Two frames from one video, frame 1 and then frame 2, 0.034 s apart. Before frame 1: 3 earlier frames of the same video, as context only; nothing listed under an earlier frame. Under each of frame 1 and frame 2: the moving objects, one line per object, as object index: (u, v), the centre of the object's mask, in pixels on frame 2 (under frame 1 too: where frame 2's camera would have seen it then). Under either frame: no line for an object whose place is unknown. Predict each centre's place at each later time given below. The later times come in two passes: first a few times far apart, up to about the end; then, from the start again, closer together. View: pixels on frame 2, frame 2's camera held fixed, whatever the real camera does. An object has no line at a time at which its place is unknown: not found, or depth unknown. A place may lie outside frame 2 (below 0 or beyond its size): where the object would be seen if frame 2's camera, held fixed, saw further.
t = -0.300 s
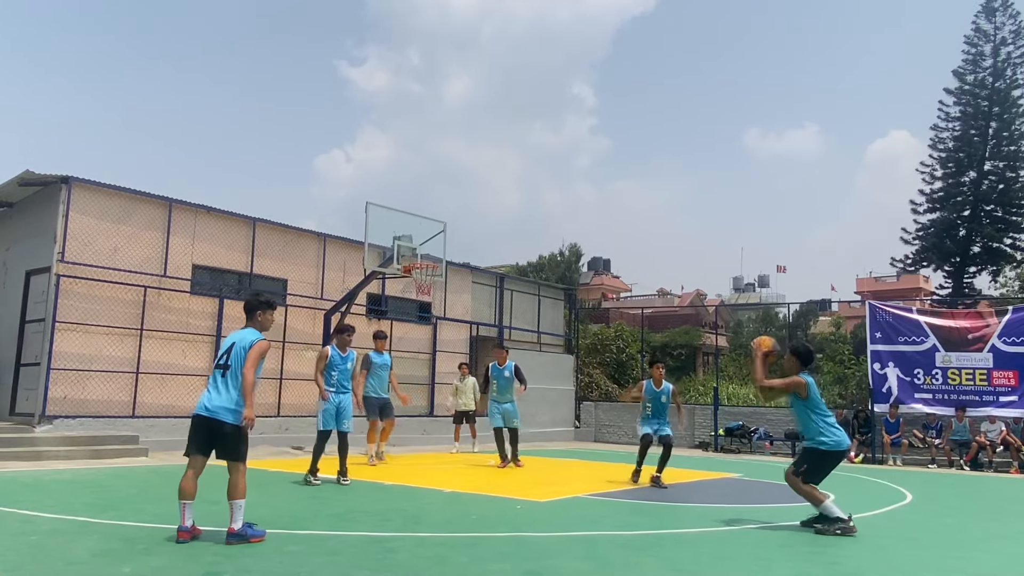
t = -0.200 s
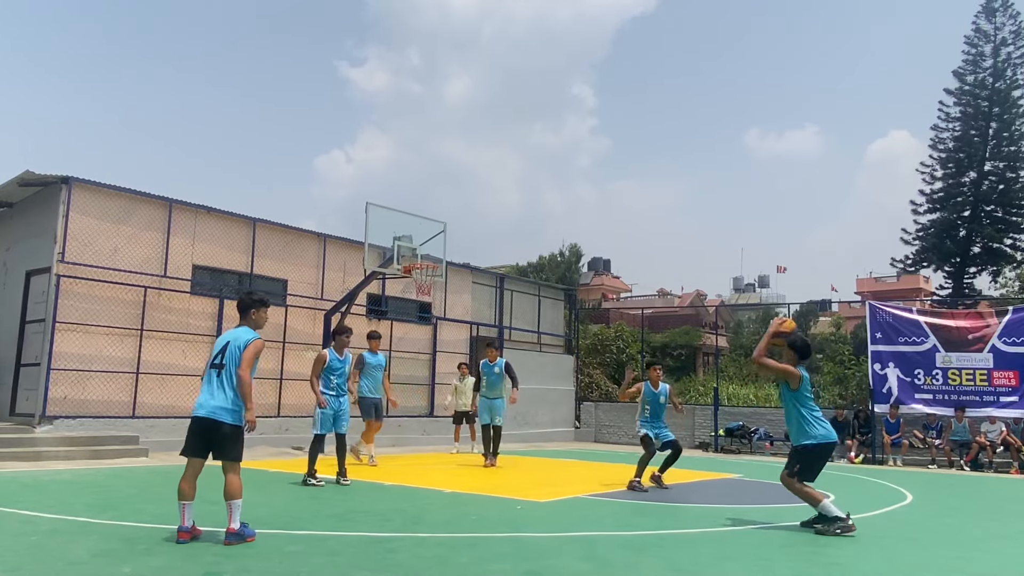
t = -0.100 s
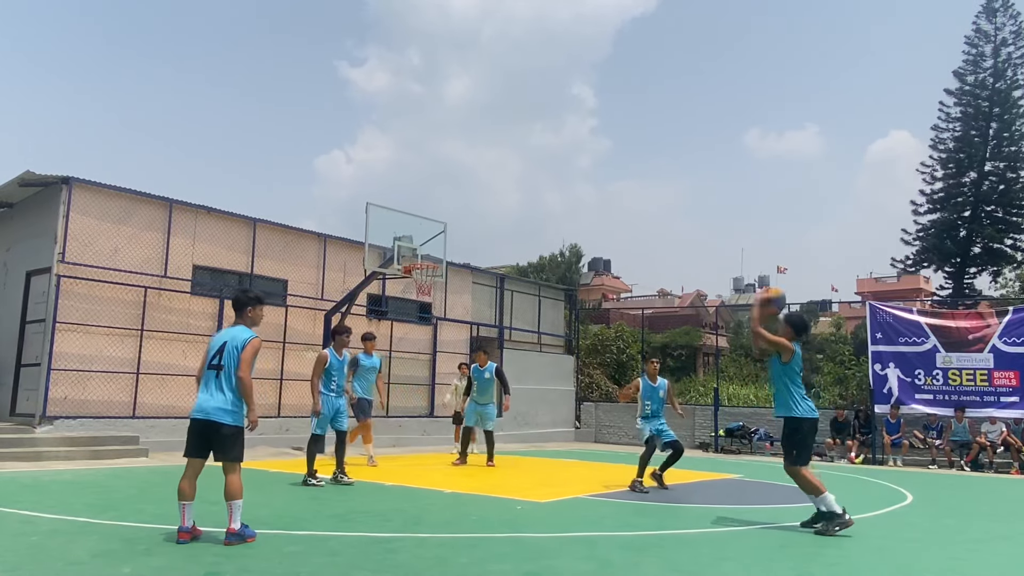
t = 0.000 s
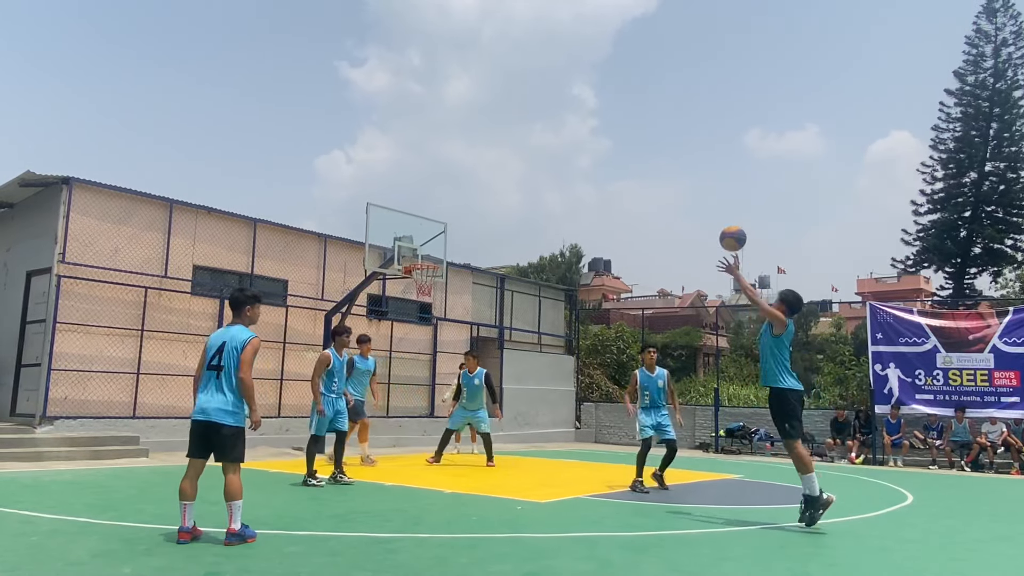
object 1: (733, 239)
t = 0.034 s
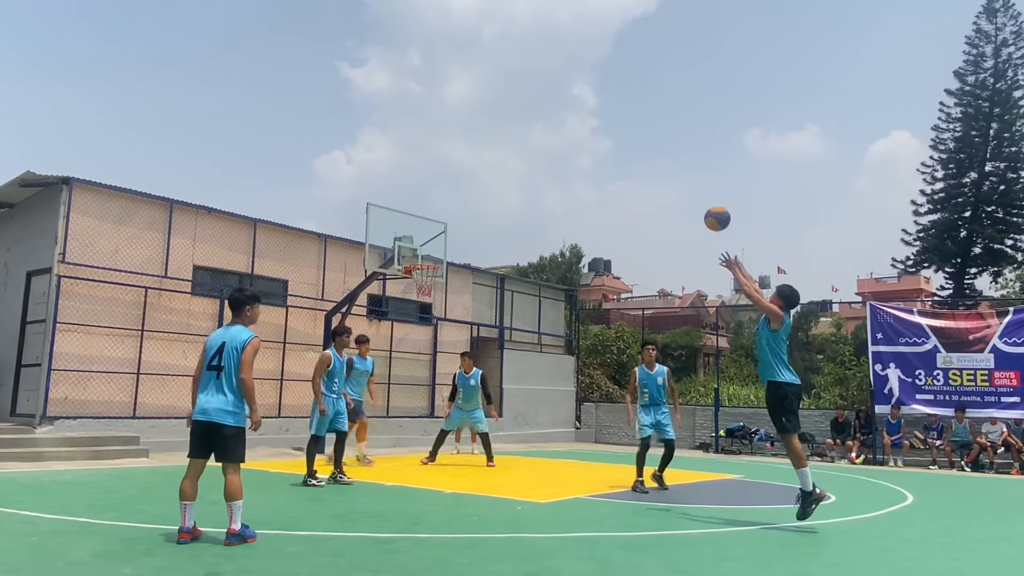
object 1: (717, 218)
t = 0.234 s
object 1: (638, 137)
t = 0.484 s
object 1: (563, 103)
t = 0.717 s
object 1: (509, 117)
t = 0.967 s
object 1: (463, 167)
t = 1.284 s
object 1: (422, 262)
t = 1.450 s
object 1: (415, 247)
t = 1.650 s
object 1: (386, 238)
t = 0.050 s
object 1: (710, 209)
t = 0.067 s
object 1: (702, 200)
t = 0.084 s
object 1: (695, 192)
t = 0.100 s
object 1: (688, 184)
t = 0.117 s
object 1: (681, 177)
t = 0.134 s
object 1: (675, 170)
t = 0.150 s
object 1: (668, 163)
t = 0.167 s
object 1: (662, 157)
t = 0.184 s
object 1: (655, 152)
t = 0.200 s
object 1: (649, 146)
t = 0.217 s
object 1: (644, 141)
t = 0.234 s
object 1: (638, 137)
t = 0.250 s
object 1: (632, 132)
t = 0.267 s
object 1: (626, 129)
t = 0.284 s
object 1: (621, 125)
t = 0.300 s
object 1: (616, 122)
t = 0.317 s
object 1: (610, 119)
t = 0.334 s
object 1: (605, 116)
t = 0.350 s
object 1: (600, 113)
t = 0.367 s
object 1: (595, 111)
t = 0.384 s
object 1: (590, 109)
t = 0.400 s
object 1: (586, 107)
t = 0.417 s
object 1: (581, 106)
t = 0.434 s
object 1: (576, 105)
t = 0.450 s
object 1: (572, 104)
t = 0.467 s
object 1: (567, 103)
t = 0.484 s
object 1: (563, 103)
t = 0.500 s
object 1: (559, 103)
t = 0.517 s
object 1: (555, 102)
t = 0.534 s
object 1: (551, 103)
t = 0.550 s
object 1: (547, 103)
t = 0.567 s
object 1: (543, 103)
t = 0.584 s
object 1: (539, 104)
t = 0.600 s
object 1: (535, 105)
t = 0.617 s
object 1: (531, 106)
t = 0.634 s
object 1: (527, 108)
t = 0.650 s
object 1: (524, 109)
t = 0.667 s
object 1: (520, 111)
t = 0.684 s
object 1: (516, 113)
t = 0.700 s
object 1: (513, 115)
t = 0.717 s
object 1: (509, 117)
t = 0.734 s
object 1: (506, 120)
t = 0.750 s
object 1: (503, 122)
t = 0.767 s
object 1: (499, 125)
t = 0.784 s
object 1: (496, 128)
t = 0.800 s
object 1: (493, 130)
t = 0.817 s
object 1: (490, 134)
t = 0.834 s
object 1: (487, 137)
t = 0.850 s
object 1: (483, 140)
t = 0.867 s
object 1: (480, 144)
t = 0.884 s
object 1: (477, 147)
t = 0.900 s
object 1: (474, 151)
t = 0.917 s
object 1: (471, 155)
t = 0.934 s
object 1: (468, 159)
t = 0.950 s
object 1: (466, 163)
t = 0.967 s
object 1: (463, 167)
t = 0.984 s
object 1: (460, 172)
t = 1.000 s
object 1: (457, 177)
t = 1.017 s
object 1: (455, 181)
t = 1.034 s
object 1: (452, 186)
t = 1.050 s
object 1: (449, 191)
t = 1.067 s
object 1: (447, 195)
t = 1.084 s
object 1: (444, 201)
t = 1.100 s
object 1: (441, 206)
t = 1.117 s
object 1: (439, 211)
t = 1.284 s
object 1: (422, 262)
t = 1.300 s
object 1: (424, 266)
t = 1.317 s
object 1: (430, 266)
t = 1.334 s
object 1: (430, 264)
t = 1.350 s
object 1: (429, 261)
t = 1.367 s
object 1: (424, 257)
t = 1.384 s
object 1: (423, 254)
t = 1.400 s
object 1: (422, 253)
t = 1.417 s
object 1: (420, 251)
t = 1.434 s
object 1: (417, 248)
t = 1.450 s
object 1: (415, 247)
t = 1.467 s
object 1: (413, 246)
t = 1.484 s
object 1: (411, 244)
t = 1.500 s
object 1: (408, 242)
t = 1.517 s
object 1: (406, 242)
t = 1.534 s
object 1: (404, 241)
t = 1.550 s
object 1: (401, 240)
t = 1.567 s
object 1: (399, 239)
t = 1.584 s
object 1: (396, 239)
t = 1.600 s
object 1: (394, 238)
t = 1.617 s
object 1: (392, 238)
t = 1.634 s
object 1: (389, 238)
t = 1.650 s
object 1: (386, 238)
